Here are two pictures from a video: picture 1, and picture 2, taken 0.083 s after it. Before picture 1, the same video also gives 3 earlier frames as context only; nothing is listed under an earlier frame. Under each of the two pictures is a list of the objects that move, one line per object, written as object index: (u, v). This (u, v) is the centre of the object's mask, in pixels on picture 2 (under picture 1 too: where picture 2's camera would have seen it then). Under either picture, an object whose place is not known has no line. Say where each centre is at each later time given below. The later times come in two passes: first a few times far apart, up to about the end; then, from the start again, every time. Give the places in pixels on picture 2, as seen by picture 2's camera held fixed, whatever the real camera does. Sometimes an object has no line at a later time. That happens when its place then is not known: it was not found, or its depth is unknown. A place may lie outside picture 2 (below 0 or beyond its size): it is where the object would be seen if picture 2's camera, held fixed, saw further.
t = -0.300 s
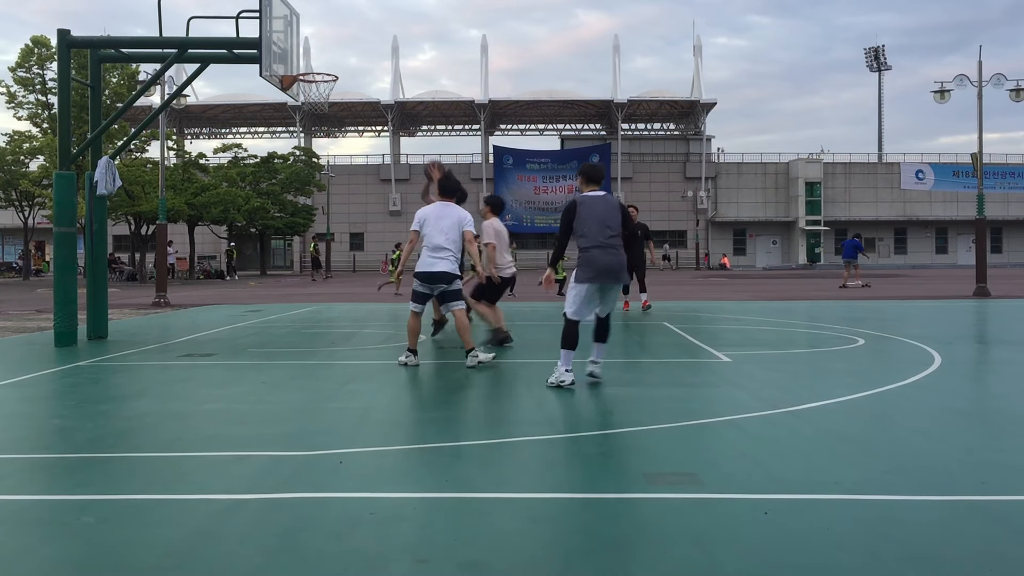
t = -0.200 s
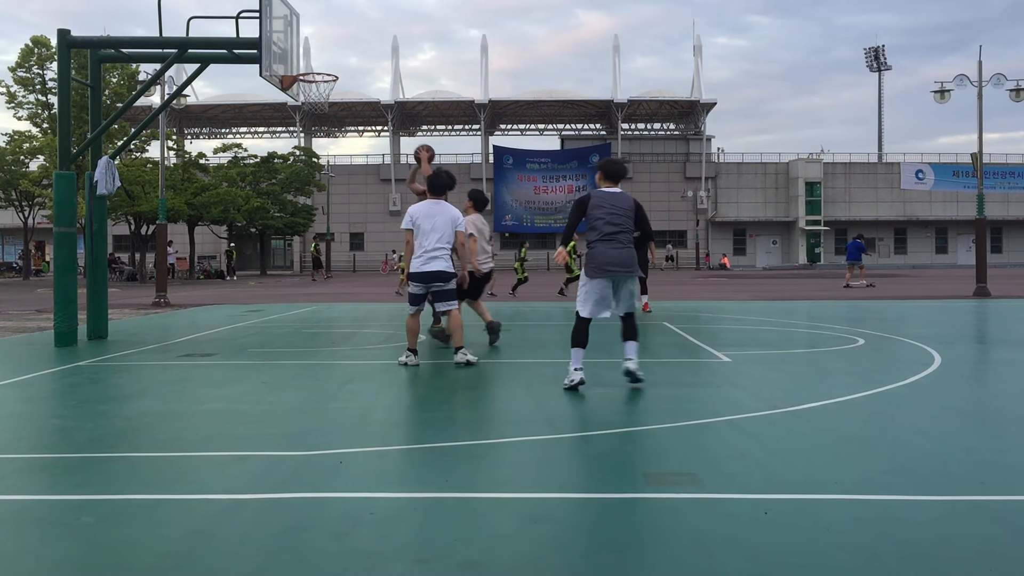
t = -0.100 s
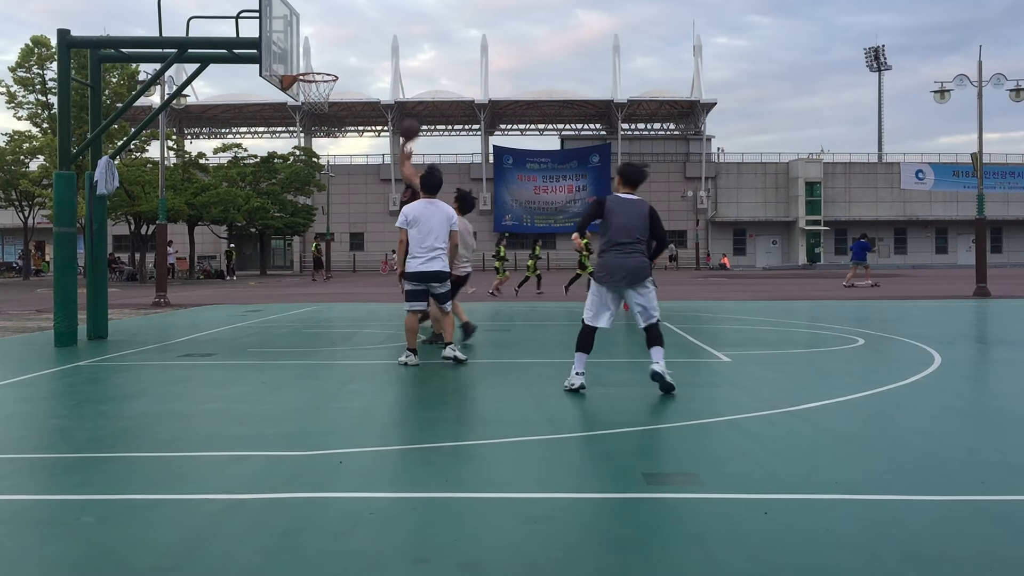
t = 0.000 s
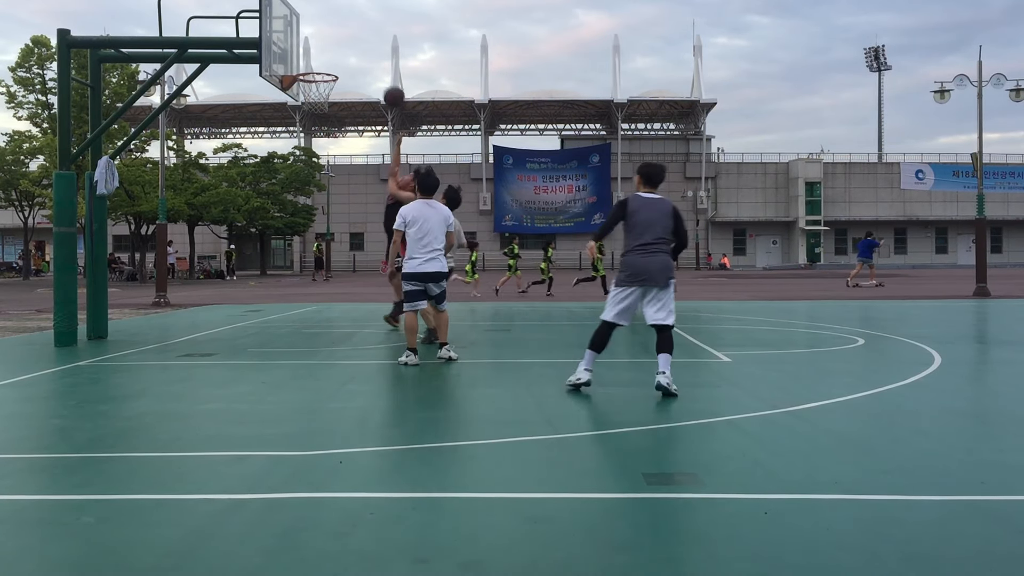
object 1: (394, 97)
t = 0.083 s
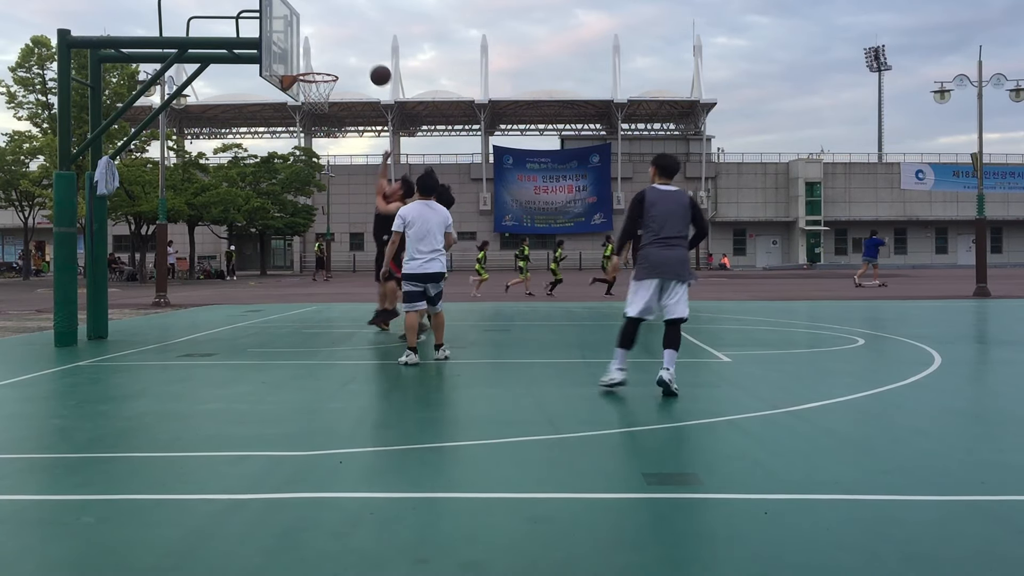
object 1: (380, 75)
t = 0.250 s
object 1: (354, 51)
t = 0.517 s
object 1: (313, 61)
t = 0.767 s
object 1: (335, 63)
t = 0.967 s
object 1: (366, 88)
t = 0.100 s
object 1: (378, 72)
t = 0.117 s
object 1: (375, 69)
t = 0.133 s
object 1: (372, 66)
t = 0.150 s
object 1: (370, 63)
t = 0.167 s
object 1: (367, 60)
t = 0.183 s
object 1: (364, 58)
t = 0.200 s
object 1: (362, 56)
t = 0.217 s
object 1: (359, 54)
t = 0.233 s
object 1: (357, 52)
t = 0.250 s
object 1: (354, 51)
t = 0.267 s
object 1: (352, 50)
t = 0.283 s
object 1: (349, 49)
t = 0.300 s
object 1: (346, 48)
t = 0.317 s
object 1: (344, 48)
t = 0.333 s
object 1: (341, 48)
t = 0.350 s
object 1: (338, 48)
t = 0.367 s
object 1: (336, 48)
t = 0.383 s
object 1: (333, 48)
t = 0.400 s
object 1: (331, 49)
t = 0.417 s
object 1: (328, 50)
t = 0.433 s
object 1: (325, 52)
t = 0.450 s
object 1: (323, 53)
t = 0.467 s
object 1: (320, 55)
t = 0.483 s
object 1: (318, 57)
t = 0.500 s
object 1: (315, 59)
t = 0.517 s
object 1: (313, 61)
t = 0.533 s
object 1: (310, 64)
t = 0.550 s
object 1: (308, 66)
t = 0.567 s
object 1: (305, 67)
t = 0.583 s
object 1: (306, 69)
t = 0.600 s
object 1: (309, 68)
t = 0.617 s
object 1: (311, 66)
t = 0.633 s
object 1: (314, 65)
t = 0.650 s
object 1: (316, 63)
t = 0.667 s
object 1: (319, 63)
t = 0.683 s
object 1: (322, 62)
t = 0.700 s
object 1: (324, 62)
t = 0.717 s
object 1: (327, 62)
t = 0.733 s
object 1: (329, 62)
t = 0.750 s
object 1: (332, 62)
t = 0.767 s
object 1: (335, 63)
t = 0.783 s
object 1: (337, 63)
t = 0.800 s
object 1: (340, 64)
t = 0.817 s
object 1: (342, 66)
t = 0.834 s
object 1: (345, 67)
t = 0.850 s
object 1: (347, 69)
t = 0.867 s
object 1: (350, 71)
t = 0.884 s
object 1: (352, 73)
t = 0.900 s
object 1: (354, 75)
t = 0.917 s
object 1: (358, 78)
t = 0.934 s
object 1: (361, 81)
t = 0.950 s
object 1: (363, 84)
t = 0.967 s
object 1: (366, 88)
